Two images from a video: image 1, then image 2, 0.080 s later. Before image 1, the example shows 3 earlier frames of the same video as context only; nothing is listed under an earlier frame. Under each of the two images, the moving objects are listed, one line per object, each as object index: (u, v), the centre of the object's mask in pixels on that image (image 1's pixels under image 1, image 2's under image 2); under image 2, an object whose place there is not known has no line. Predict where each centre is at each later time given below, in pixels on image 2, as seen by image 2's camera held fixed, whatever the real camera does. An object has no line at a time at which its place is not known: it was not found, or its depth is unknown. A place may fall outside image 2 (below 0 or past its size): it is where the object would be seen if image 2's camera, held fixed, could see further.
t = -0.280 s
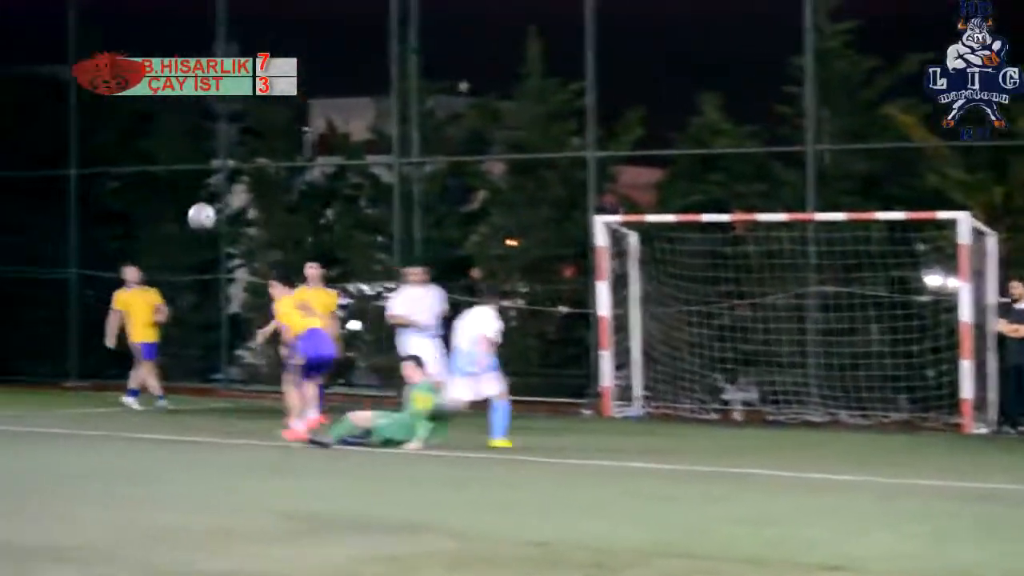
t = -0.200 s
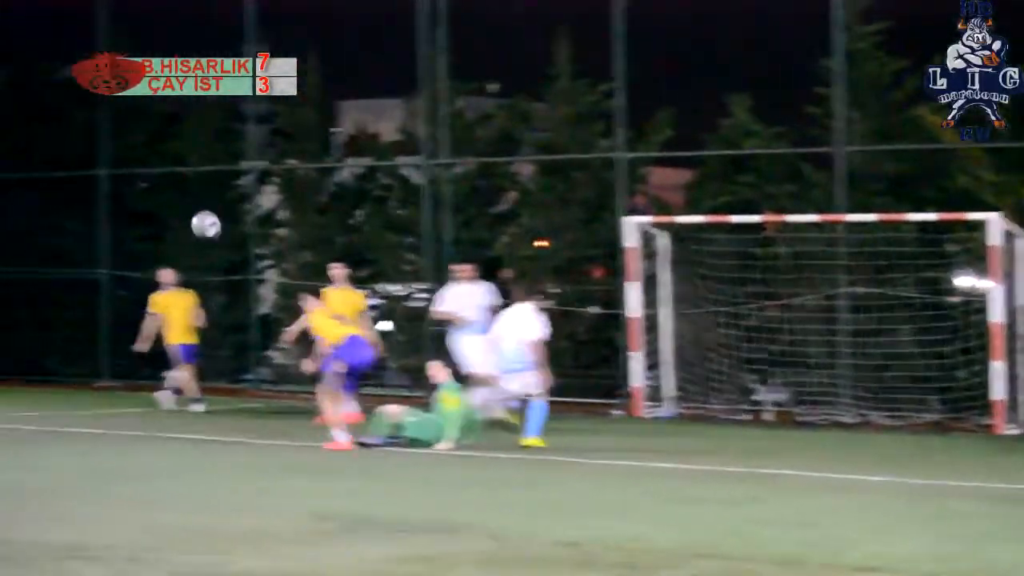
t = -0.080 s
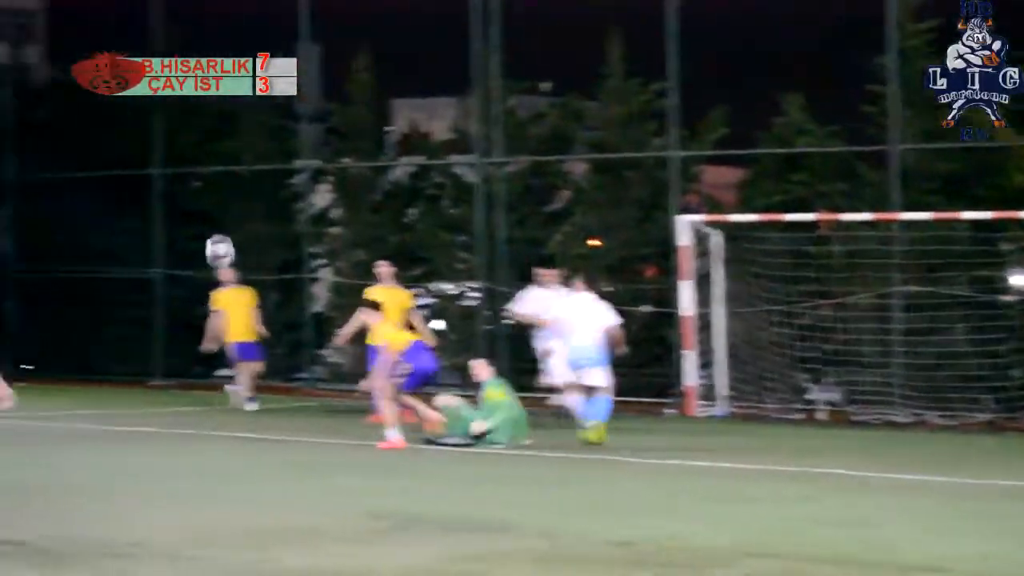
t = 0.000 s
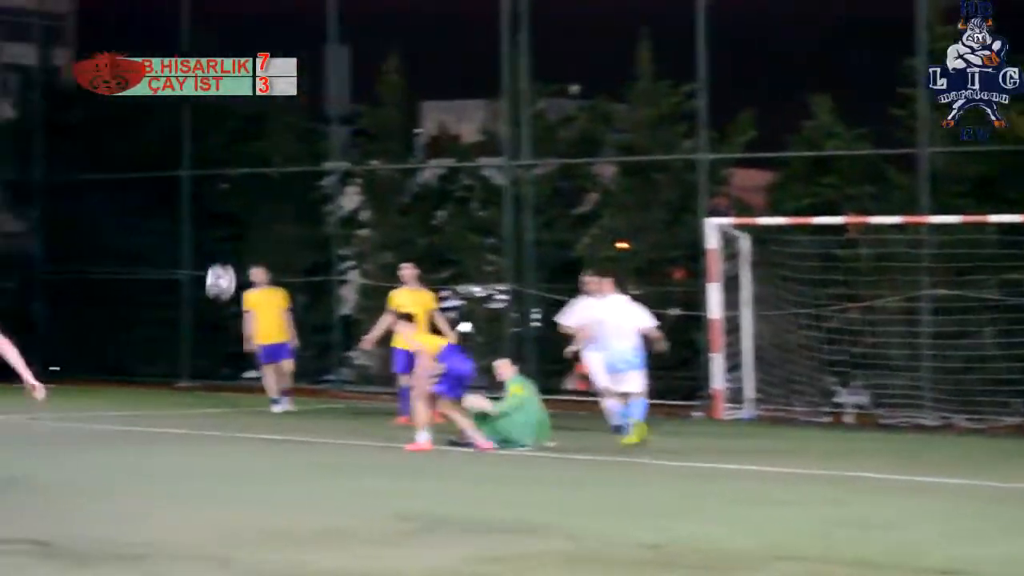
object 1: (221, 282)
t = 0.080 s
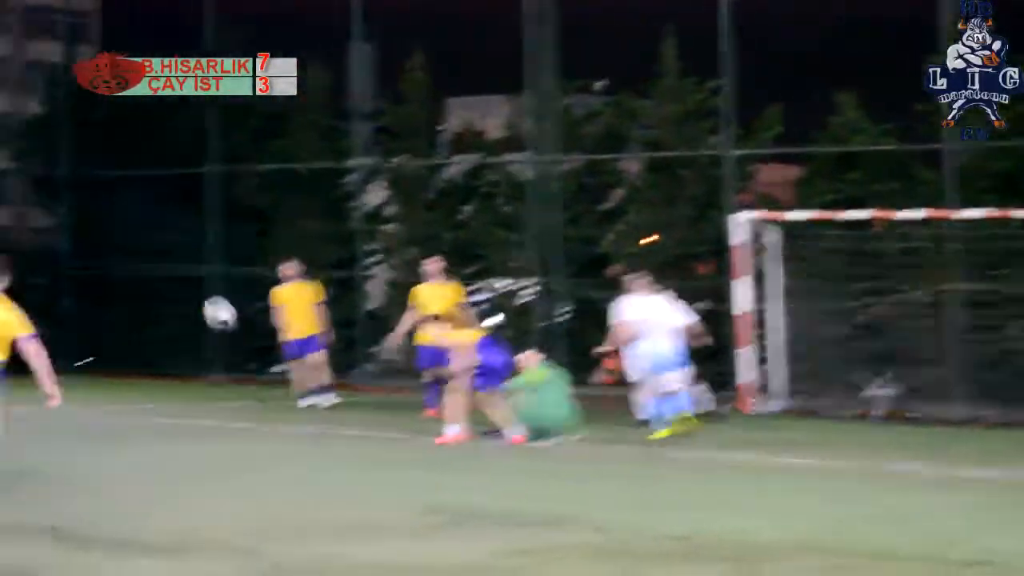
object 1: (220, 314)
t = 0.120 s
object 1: (204, 337)
